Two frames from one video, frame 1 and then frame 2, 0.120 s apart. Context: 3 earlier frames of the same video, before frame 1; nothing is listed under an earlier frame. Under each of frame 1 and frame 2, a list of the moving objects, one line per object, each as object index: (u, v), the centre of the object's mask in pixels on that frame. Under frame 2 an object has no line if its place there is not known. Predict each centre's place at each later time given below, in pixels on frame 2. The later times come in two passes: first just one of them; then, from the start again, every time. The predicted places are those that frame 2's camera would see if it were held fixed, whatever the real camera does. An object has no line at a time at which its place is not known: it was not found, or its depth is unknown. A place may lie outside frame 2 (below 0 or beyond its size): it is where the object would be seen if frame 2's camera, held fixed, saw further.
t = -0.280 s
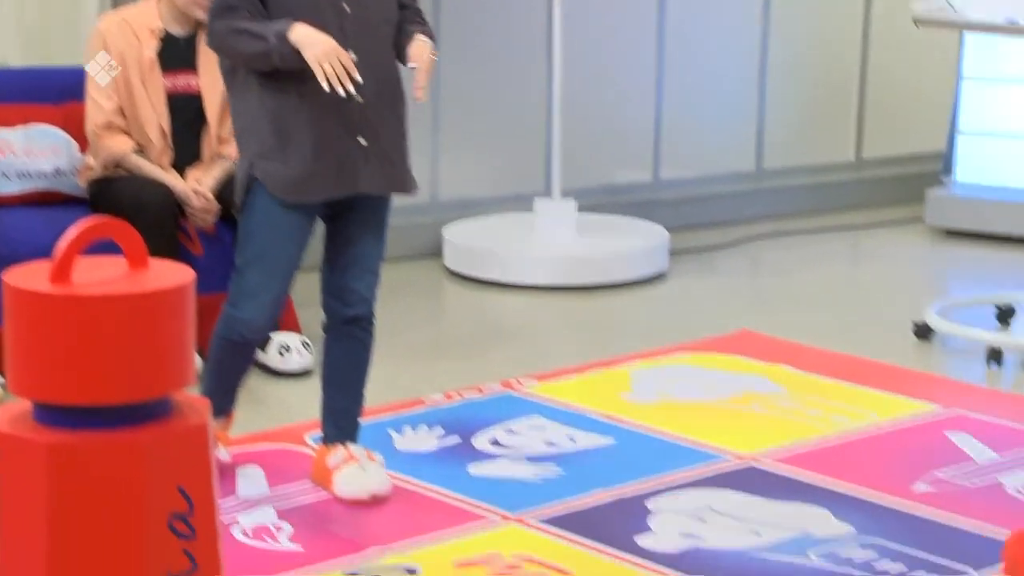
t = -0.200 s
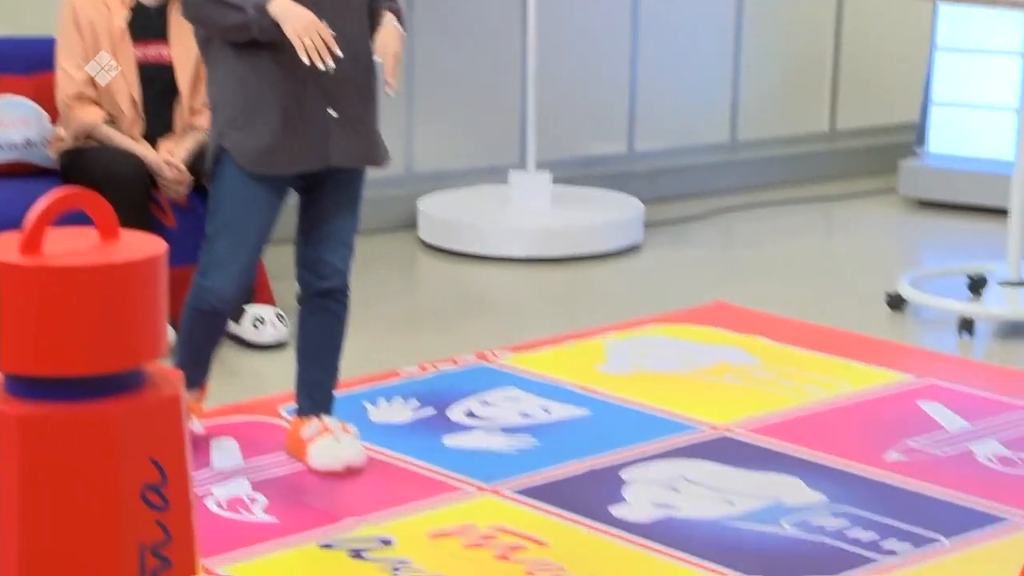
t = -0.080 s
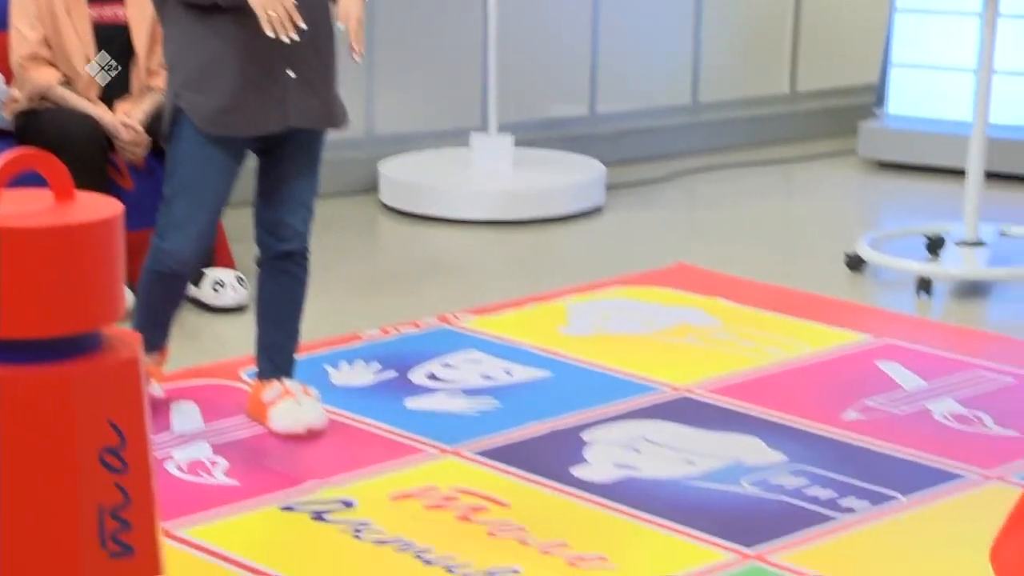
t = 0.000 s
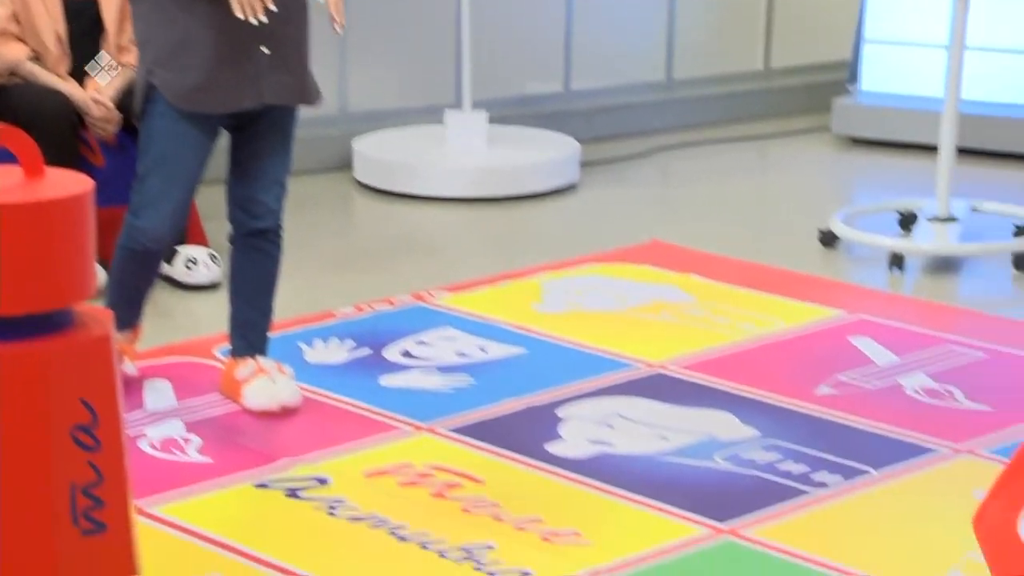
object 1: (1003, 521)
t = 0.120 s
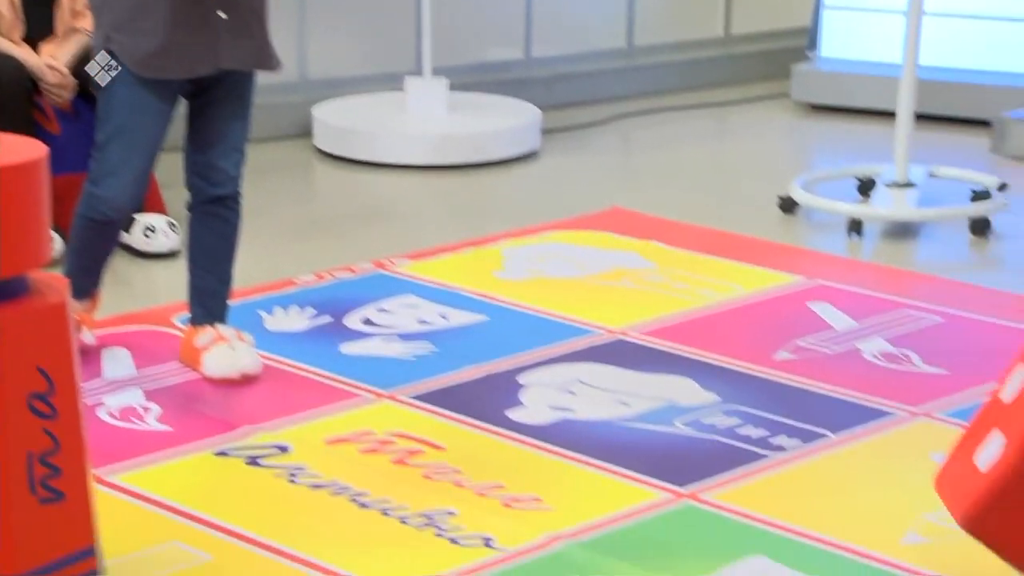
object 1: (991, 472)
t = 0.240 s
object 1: (1019, 461)
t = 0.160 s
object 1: (1001, 464)
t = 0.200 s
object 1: (1011, 460)
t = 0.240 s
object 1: (1019, 461)
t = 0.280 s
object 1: (1027, 466)
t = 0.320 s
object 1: (1033, 472)
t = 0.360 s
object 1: (1038, 479)
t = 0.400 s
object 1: (1041, 487)
